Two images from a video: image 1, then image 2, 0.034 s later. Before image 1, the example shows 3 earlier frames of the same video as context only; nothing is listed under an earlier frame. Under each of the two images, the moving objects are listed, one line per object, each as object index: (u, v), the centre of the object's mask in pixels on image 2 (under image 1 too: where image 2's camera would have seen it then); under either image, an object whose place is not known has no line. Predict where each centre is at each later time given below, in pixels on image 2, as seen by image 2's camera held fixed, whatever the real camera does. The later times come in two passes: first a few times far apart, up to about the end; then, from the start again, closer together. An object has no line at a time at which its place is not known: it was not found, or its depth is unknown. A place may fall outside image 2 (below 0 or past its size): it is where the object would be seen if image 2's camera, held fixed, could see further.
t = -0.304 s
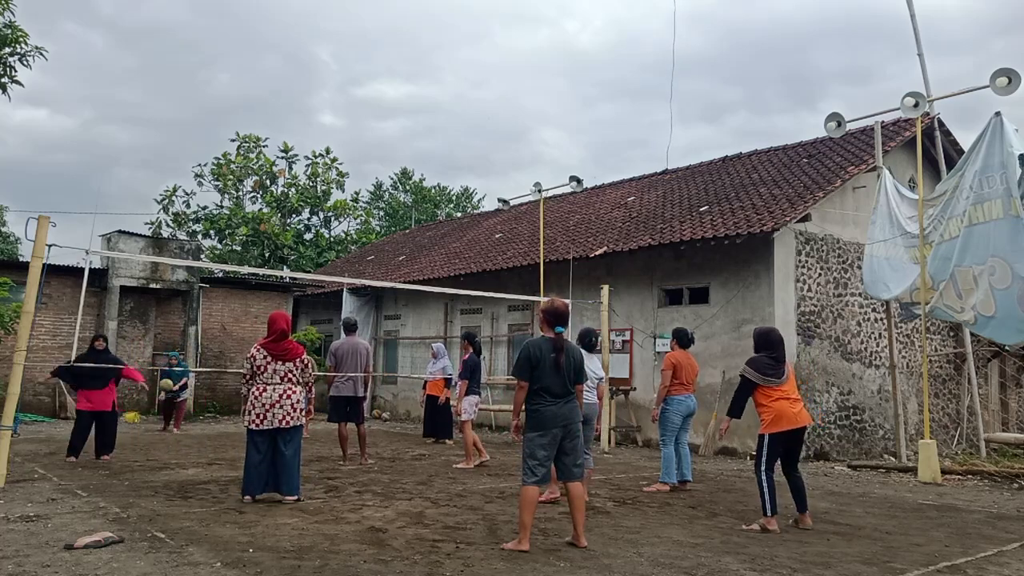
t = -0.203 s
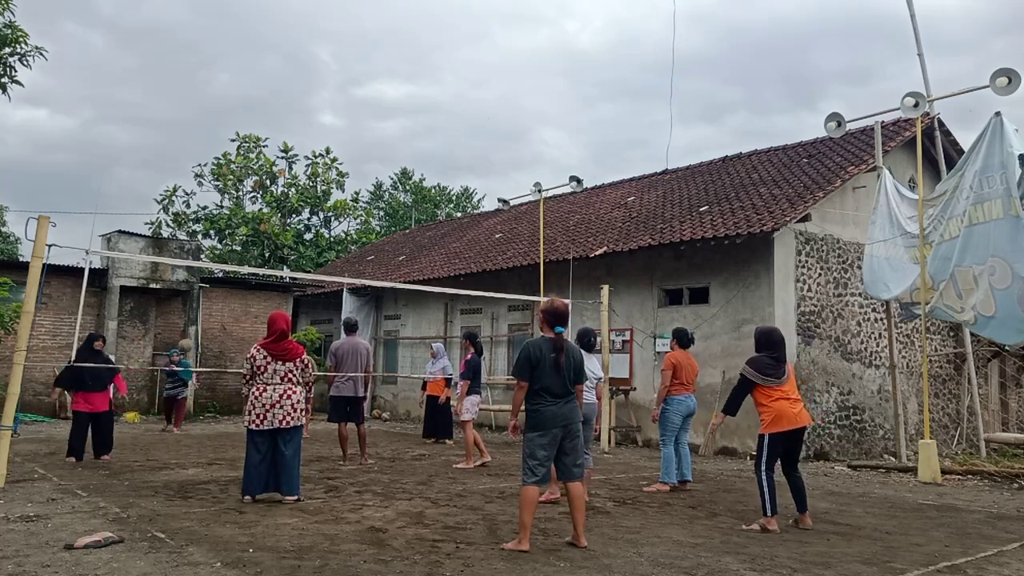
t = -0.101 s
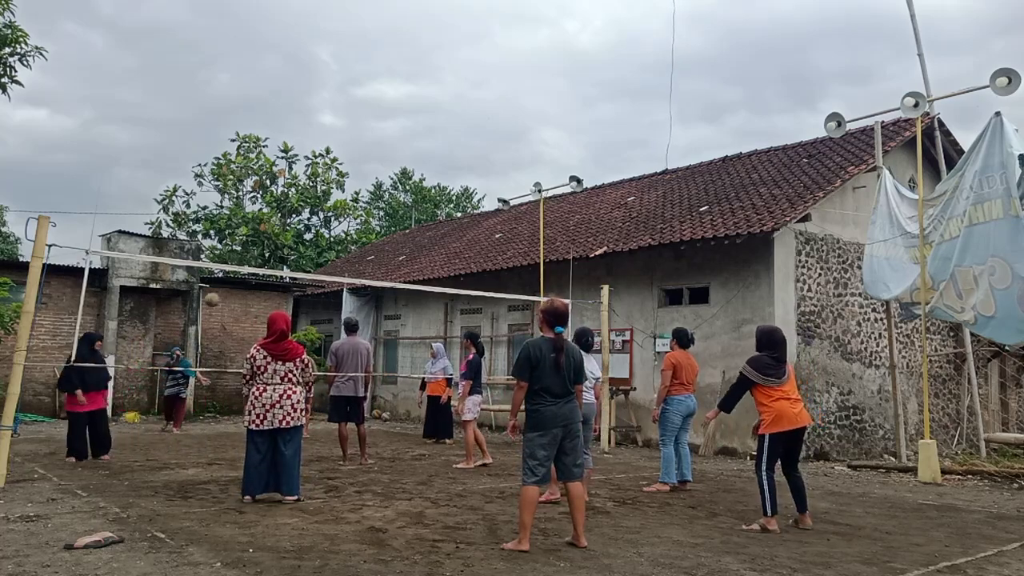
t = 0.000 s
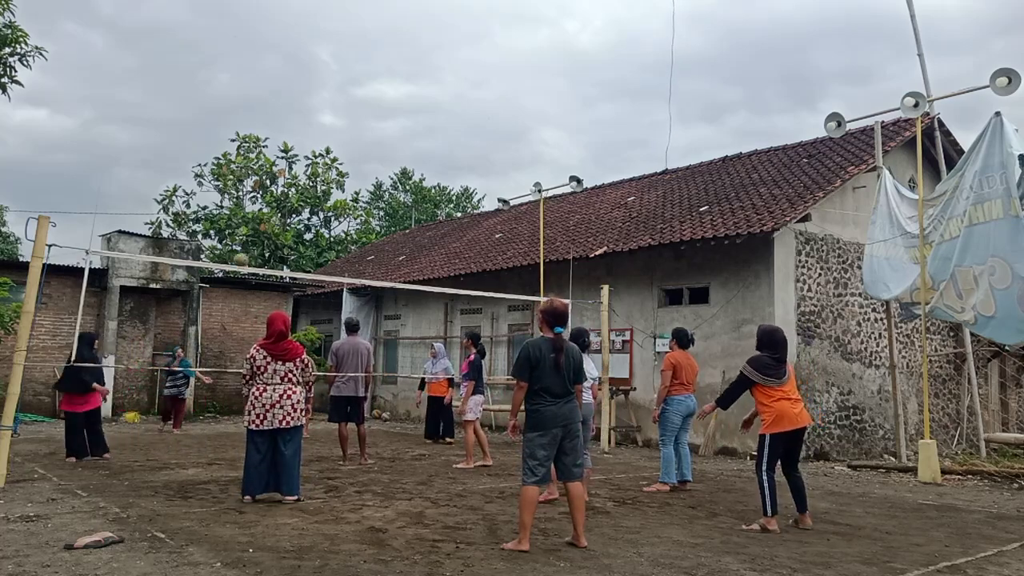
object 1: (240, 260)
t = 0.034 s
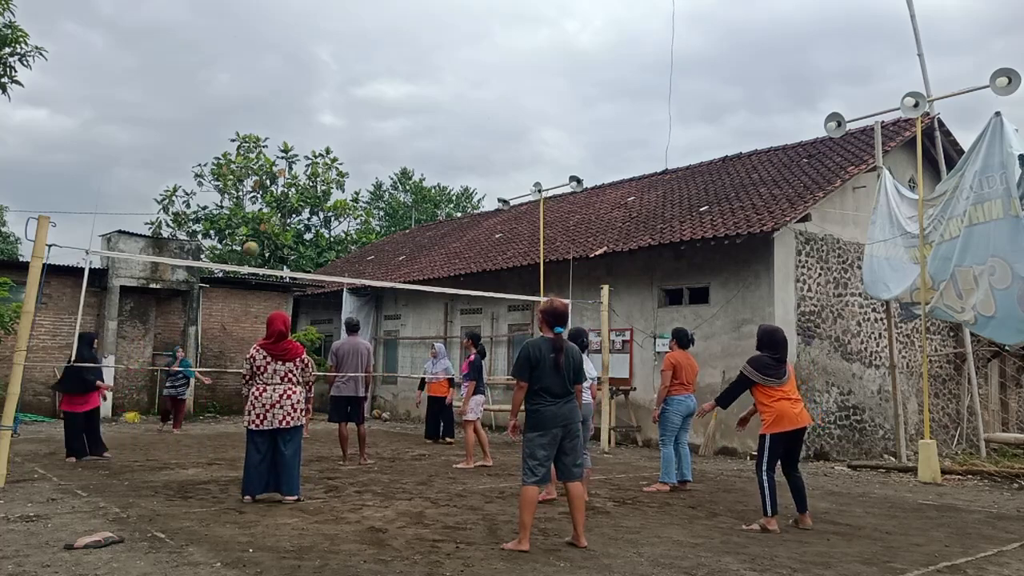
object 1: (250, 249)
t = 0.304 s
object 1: (336, 175)
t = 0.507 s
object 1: (404, 151)
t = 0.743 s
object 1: (496, 166)
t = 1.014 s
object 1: (614, 246)
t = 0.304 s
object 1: (336, 175)
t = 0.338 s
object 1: (343, 171)
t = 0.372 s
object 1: (355, 165)
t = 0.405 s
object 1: (366, 160)
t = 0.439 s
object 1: (379, 156)
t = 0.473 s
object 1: (391, 153)
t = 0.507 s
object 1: (404, 151)
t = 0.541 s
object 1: (417, 150)
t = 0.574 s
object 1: (430, 150)
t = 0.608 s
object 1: (443, 152)
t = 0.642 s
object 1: (456, 153)
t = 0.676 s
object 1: (470, 157)
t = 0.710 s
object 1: (483, 161)
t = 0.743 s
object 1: (496, 166)
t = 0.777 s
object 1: (509, 172)
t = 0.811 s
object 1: (523, 179)
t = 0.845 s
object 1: (537, 187)
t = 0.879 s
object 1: (551, 197)
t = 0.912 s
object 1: (566, 206)
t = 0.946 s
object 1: (581, 219)
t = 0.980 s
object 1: (597, 232)
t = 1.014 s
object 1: (614, 246)
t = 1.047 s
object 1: (631, 262)
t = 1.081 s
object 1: (649, 280)
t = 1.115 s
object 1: (667, 300)
